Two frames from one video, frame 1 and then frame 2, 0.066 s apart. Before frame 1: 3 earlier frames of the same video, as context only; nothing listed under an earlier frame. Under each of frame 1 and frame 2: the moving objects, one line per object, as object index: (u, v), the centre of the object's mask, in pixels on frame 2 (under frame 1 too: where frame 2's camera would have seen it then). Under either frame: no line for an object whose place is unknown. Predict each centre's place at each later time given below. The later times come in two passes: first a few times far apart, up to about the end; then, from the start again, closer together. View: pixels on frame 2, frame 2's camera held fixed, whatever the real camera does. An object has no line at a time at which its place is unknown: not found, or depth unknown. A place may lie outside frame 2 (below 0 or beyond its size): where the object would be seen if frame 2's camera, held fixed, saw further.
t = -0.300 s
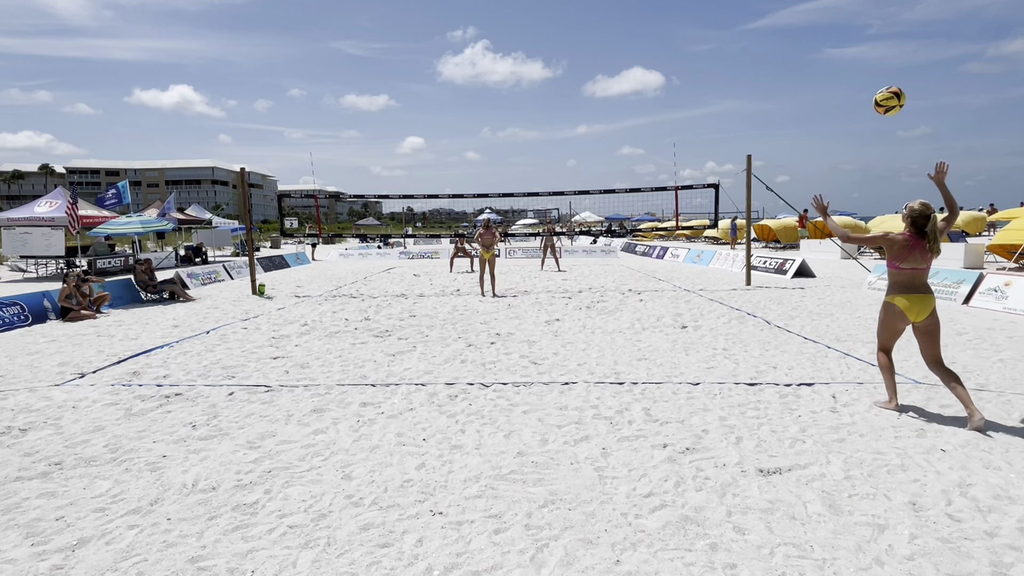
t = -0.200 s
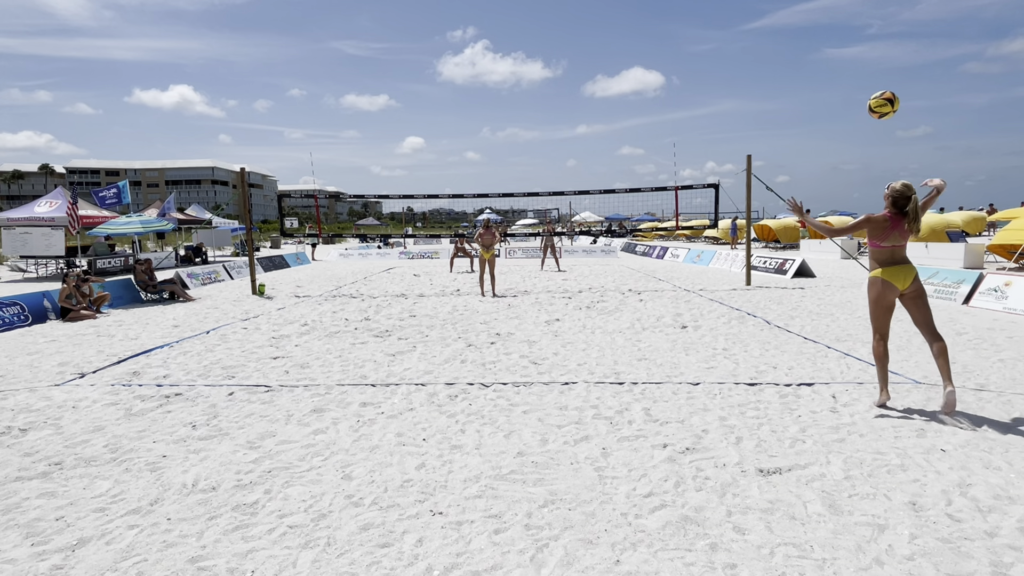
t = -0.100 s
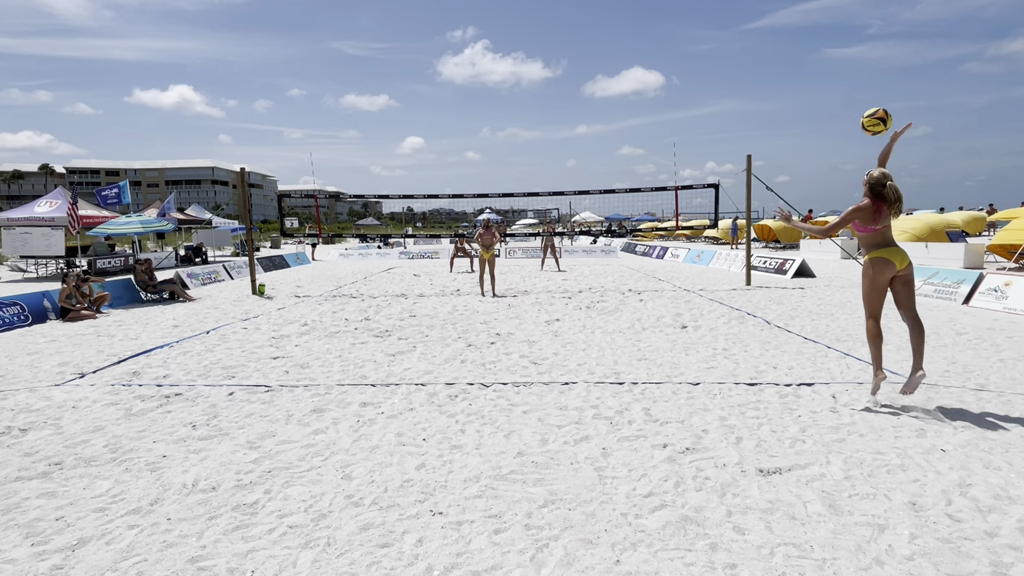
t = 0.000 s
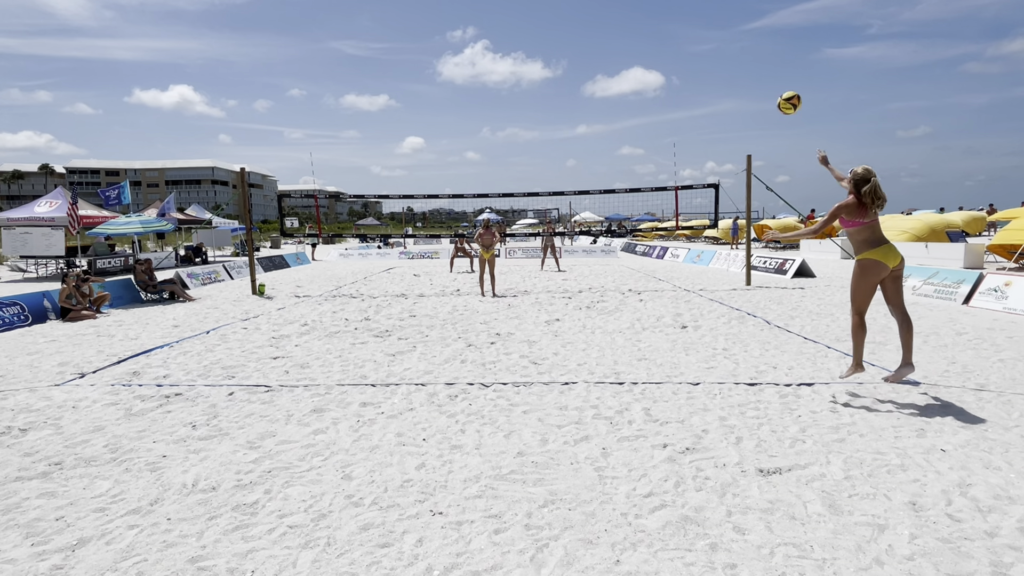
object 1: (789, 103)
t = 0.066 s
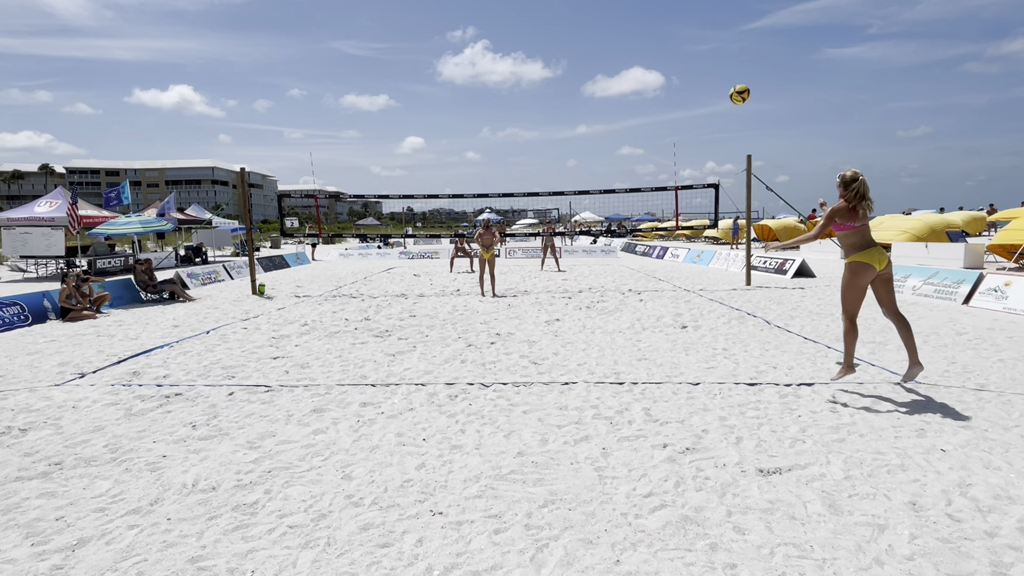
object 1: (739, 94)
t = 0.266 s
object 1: (642, 94)
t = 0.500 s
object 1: (577, 114)
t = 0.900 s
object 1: (514, 172)
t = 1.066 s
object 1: (498, 204)
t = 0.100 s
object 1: (719, 92)
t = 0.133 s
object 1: (700, 91)
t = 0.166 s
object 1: (684, 91)
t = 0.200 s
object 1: (669, 92)
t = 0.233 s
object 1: (655, 93)
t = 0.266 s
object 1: (642, 94)
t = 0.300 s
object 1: (631, 96)
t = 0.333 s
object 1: (620, 99)
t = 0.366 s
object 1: (610, 101)
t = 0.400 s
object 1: (601, 104)
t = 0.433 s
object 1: (592, 107)
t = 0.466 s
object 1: (584, 110)
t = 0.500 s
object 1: (577, 114)
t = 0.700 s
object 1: (540, 139)
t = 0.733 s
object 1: (534, 144)
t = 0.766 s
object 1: (530, 149)
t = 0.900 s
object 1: (514, 172)
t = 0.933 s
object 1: (510, 178)
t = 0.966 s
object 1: (507, 184)
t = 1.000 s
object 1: (504, 190)
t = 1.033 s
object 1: (501, 199)
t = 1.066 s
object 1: (498, 204)
